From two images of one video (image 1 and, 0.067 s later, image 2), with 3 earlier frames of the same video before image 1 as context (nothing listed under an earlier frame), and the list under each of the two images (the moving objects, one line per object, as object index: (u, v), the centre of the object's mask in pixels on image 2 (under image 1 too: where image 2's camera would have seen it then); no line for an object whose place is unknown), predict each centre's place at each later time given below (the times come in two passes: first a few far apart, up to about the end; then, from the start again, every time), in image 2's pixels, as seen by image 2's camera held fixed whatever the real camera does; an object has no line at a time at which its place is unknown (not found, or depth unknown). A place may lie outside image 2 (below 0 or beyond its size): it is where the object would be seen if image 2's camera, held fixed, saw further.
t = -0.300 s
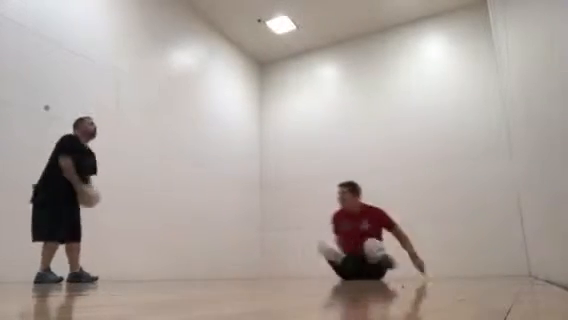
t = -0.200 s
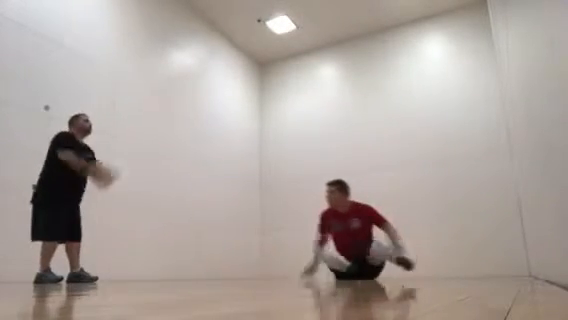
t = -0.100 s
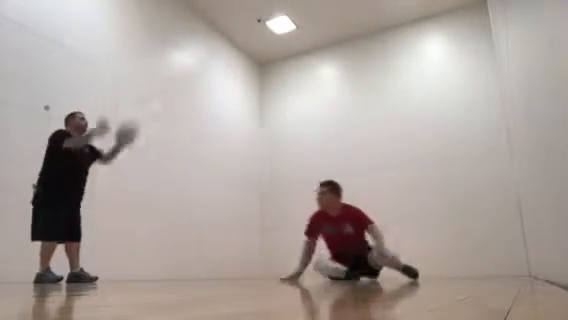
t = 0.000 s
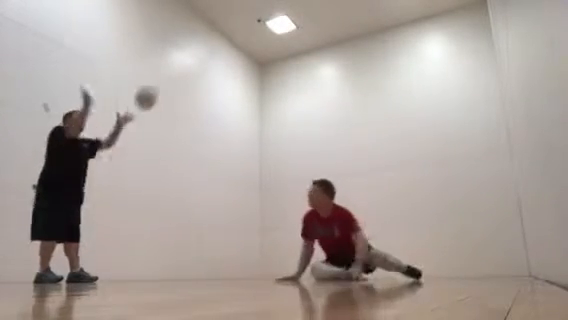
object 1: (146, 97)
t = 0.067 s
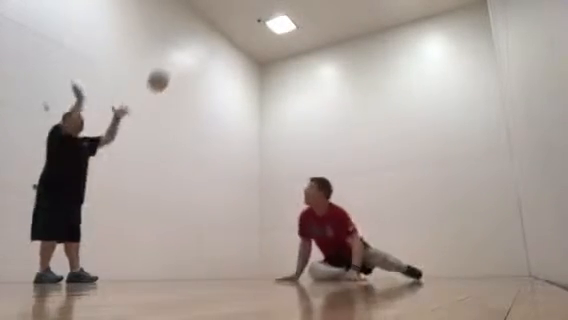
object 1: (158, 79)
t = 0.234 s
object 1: (186, 53)
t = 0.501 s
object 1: (231, 66)
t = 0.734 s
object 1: (269, 128)
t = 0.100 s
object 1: (164, 72)
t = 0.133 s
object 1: (169, 67)
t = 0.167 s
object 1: (175, 61)
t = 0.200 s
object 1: (181, 57)
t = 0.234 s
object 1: (186, 53)
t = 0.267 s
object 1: (191, 52)
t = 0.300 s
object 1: (197, 50)
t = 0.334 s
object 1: (202, 51)
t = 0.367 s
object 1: (208, 52)
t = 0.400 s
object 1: (213, 54)
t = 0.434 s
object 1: (219, 57)
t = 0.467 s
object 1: (224, 60)
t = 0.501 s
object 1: (231, 66)
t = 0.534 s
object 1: (236, 72)
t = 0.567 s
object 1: (242, 78)
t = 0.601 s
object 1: (246, 86)
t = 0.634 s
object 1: (253, 96)
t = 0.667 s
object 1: (259, 106)
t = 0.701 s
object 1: (265, 117)
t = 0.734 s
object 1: (269, 128)
